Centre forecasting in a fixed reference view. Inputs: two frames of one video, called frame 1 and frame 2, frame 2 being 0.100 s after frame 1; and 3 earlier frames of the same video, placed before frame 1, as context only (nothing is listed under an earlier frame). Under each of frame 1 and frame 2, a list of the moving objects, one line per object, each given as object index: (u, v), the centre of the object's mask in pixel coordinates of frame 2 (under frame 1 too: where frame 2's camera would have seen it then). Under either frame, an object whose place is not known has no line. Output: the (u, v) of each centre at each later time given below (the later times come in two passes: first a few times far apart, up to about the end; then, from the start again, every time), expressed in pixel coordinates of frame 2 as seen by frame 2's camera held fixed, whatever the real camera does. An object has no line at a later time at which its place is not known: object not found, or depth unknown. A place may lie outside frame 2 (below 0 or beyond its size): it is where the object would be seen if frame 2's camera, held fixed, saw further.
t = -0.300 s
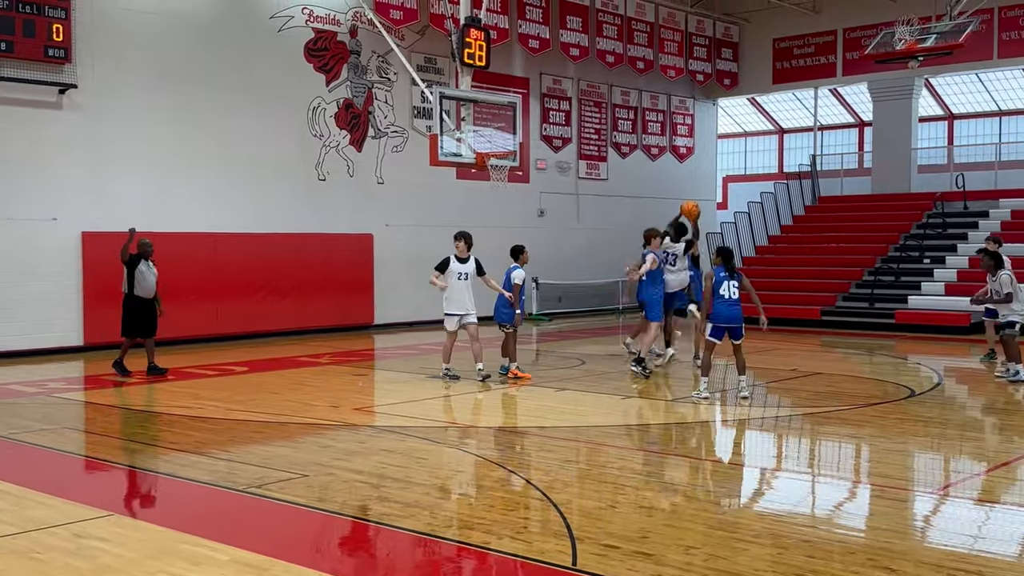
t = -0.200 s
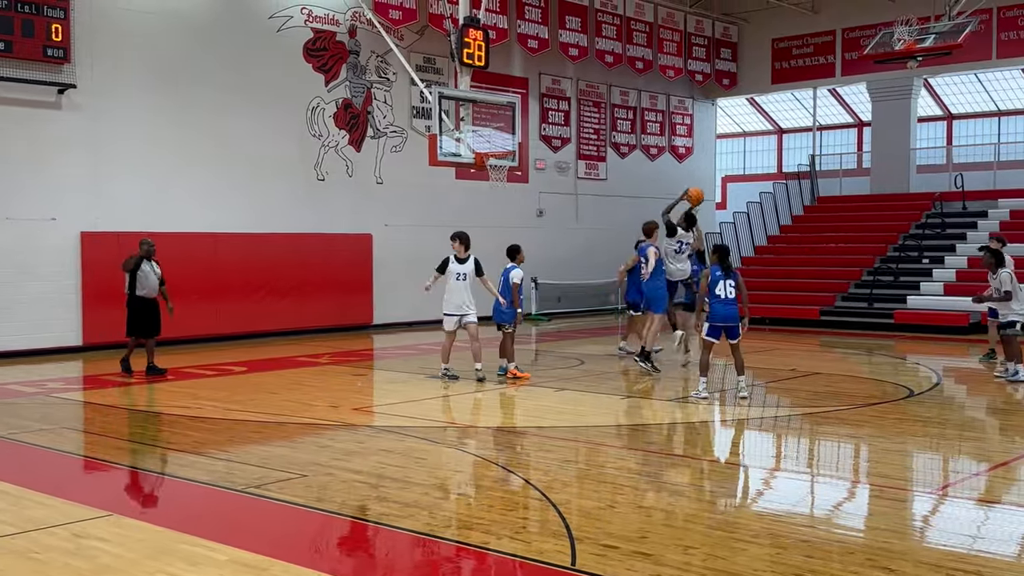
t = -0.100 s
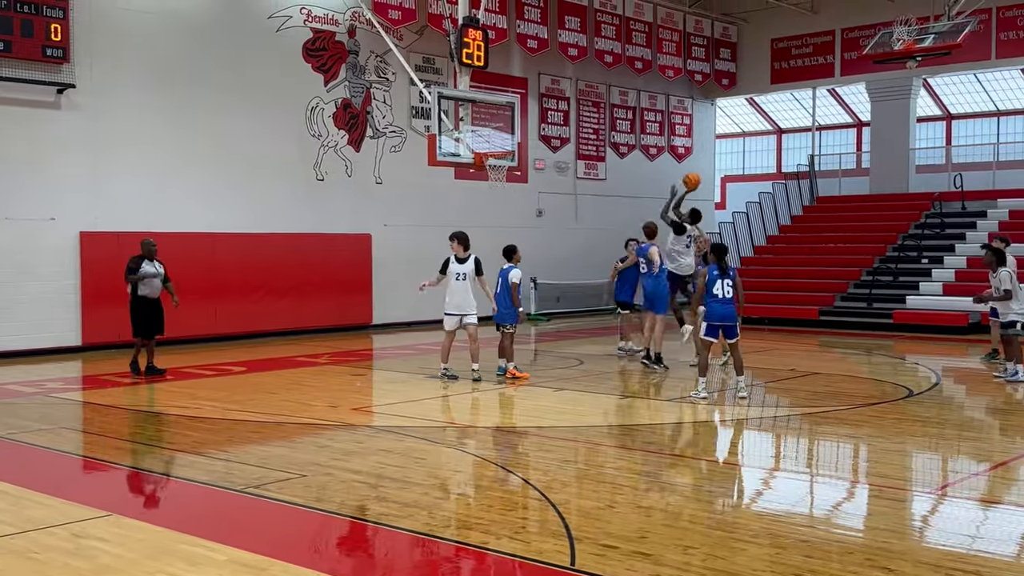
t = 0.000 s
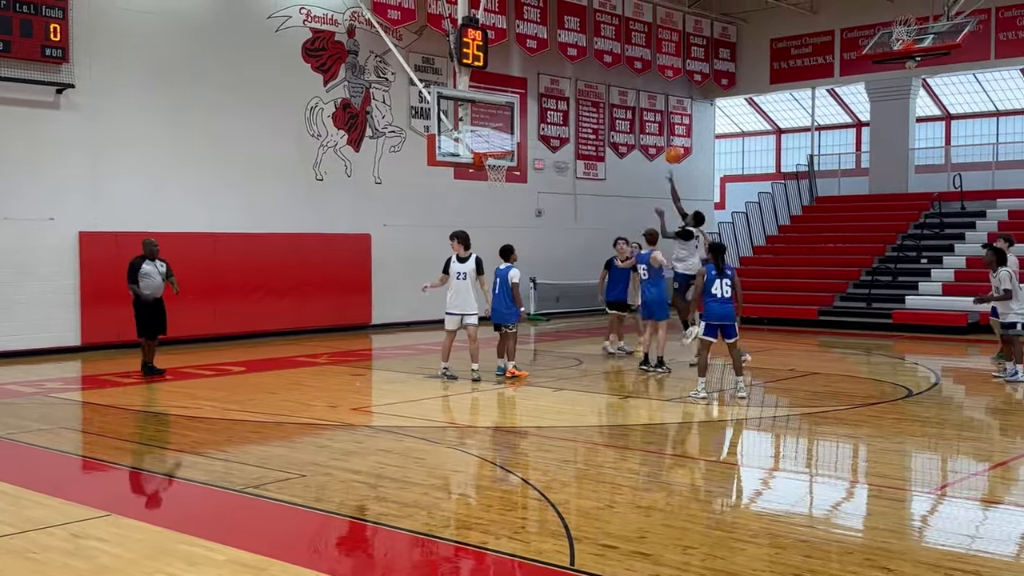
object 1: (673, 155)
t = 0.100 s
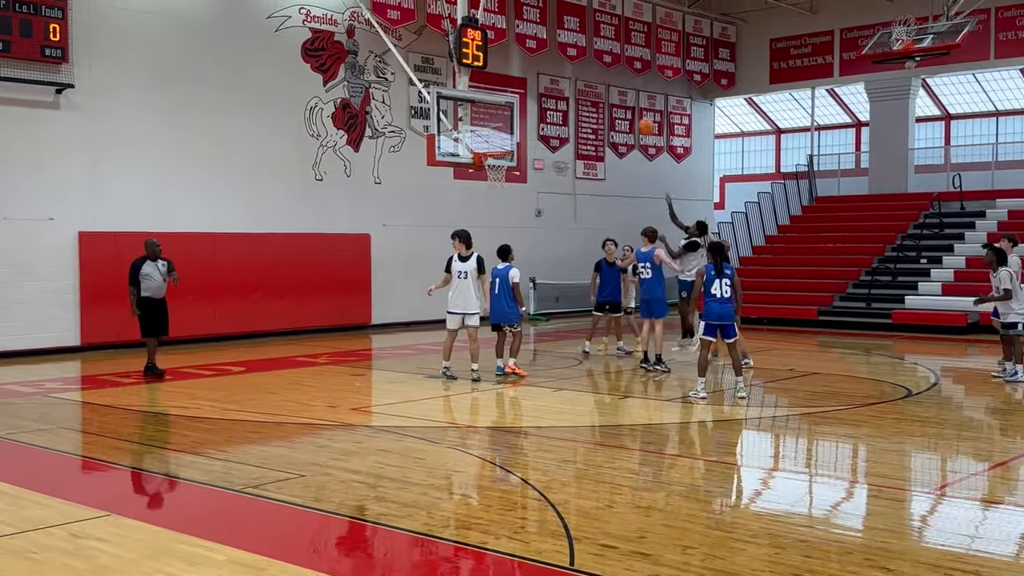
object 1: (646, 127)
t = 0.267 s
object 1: (601, 97)
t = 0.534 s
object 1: (534, 91)
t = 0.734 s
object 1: (486, 118)
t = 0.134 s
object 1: (636, 119)
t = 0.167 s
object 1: (628, 113)
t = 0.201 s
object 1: (619, 107)
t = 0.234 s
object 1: (610, 101)
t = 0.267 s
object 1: (601, 97)
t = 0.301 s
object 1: (594, 94)
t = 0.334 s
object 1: (584, 91)
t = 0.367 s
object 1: (576, 89)
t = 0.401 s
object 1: (567, 88)
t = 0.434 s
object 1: (559, 88)
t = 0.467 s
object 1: (551, 88)
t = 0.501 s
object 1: (542, 89)
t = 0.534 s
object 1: (534, 91)
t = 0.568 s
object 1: (525, 94)
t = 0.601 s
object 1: (518, 97)
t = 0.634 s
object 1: (510, 101)
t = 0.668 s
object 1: (502, 106)
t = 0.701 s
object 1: (494, 110)
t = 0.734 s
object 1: (486, 118)
